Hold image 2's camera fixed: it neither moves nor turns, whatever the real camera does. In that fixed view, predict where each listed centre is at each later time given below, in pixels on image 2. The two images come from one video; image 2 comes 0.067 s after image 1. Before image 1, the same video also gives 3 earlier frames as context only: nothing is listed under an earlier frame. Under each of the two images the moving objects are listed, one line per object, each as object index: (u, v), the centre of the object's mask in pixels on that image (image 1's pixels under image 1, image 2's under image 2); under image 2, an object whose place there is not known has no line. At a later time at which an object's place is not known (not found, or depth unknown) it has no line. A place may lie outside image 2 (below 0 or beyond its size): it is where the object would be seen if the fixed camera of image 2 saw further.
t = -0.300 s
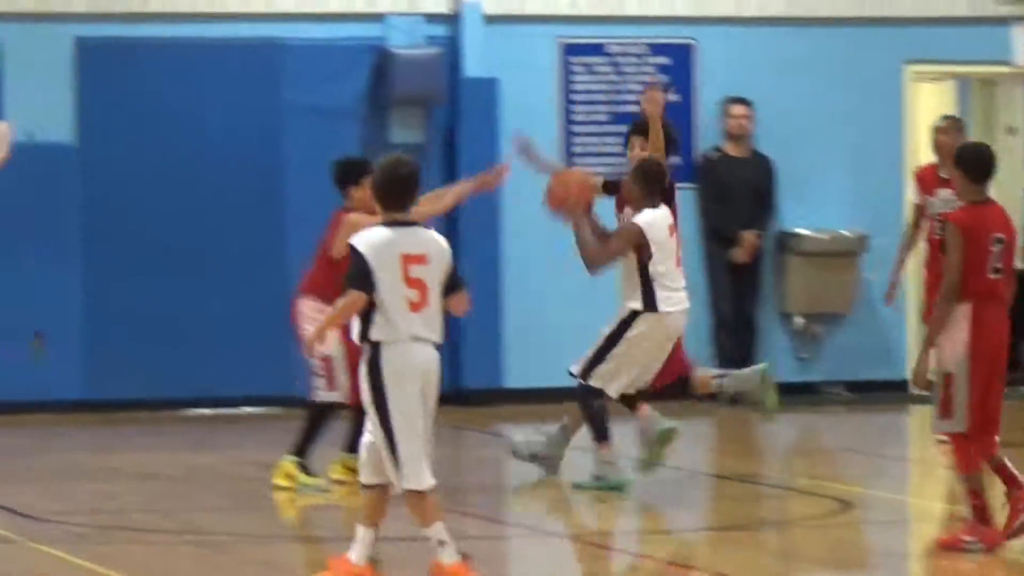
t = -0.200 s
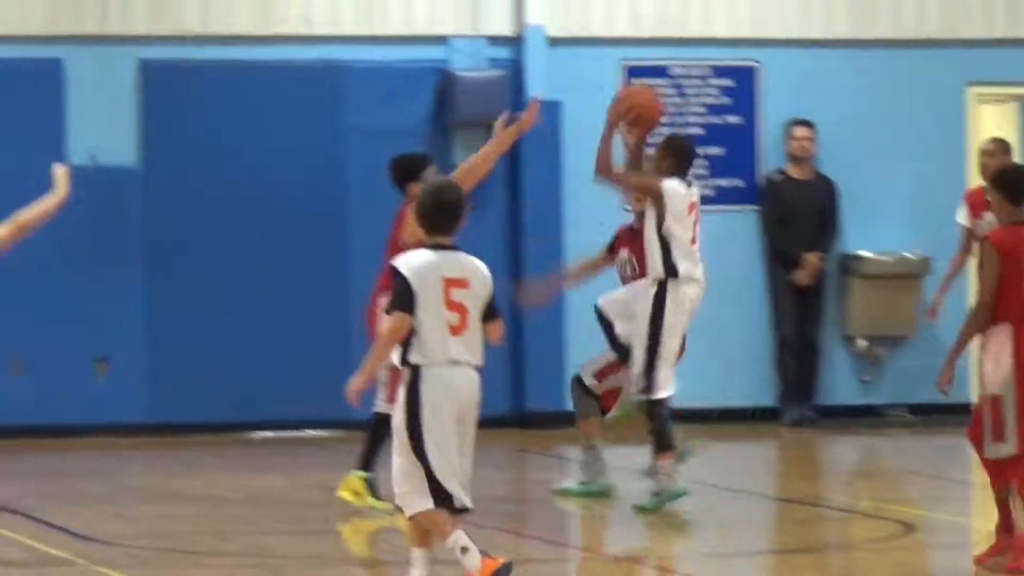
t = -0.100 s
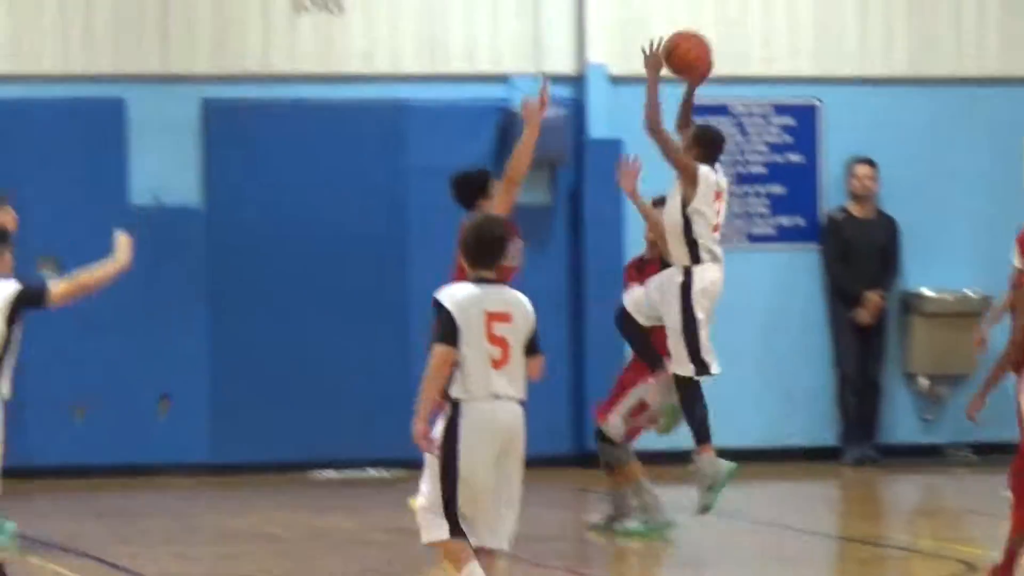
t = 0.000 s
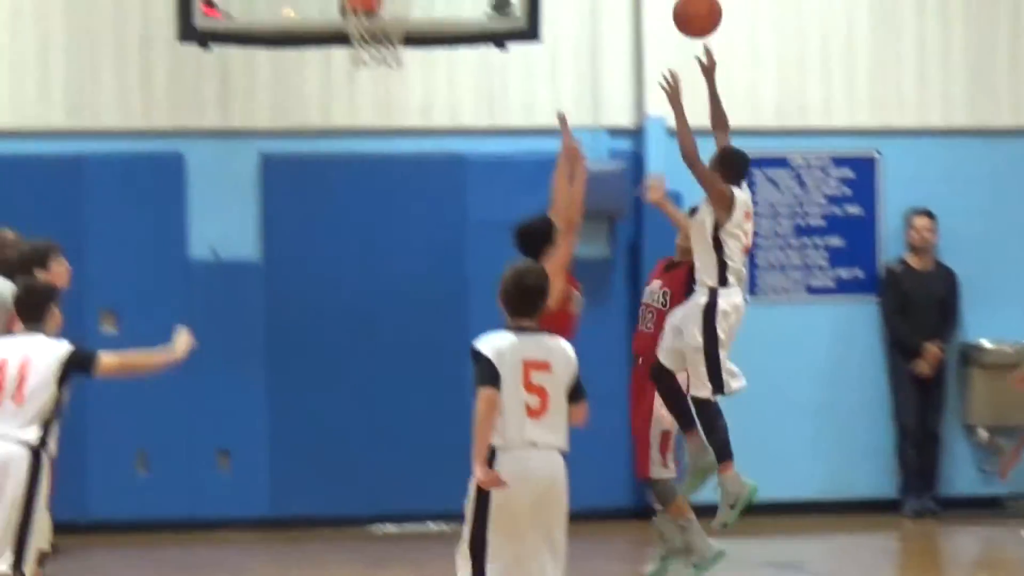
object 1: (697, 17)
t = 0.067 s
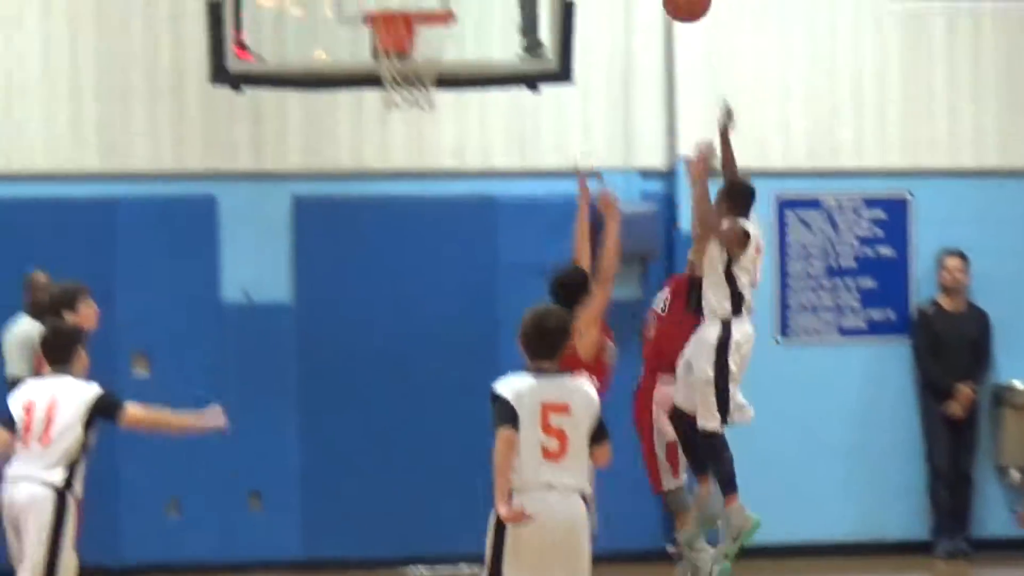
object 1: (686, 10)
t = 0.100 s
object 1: (665, -13)
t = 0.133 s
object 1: (645, -36)
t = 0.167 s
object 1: (626, -60)
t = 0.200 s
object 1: (607, -82)
